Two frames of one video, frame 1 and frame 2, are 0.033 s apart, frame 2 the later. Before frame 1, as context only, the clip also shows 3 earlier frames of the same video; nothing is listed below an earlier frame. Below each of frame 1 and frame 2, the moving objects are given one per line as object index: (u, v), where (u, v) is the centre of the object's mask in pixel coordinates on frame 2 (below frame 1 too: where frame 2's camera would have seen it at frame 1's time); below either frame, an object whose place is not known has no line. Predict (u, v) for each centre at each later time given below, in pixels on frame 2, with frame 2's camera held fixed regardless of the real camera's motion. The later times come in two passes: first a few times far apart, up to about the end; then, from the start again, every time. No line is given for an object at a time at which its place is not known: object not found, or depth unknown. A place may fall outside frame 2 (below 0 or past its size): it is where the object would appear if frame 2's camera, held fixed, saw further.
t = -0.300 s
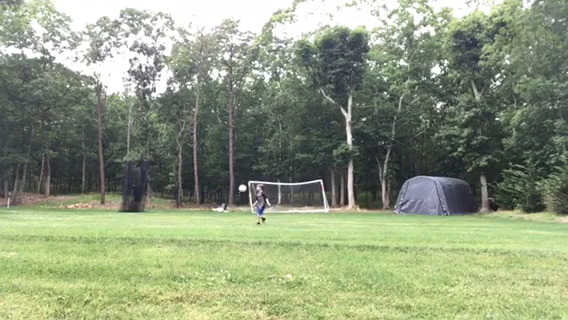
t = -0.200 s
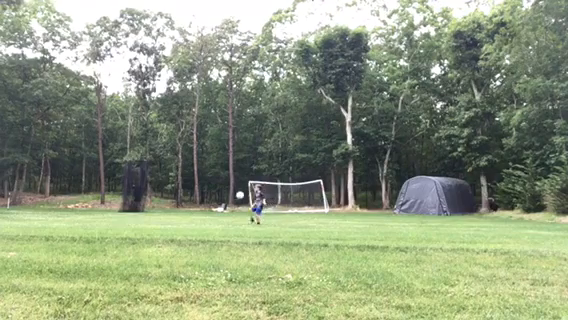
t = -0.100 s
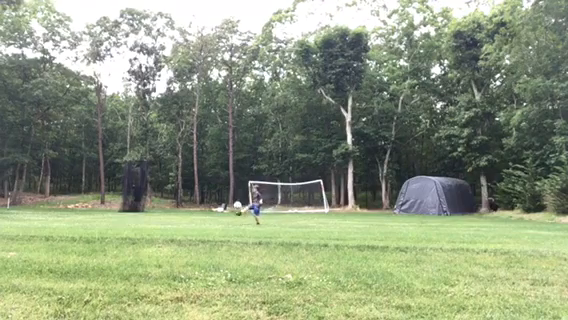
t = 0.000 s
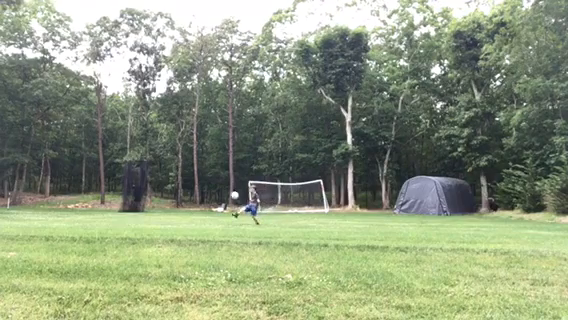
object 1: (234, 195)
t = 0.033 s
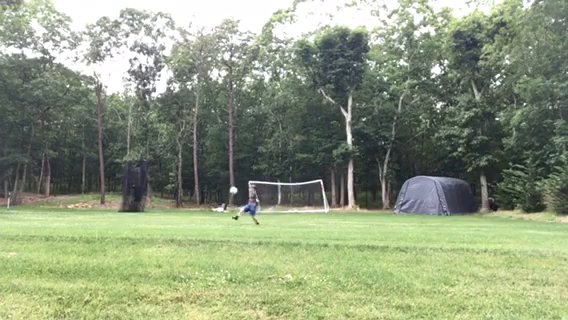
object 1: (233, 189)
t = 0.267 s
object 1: (227, 167)
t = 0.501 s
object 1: (219, 161)
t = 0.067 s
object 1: (232, 185)
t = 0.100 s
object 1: (232, 181)
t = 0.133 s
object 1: (230, 177)
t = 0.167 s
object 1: (229, 174)
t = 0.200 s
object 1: (228, 172)
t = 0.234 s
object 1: (228, 169)
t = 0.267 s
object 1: (227, 167)
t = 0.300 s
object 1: (226, 165)
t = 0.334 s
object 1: (224, 164)
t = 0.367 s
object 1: (223, 162)
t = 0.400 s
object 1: (222, 161)
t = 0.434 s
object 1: (221, 161)
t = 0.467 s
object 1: (220, 161)
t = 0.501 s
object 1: (219, 161)
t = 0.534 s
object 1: (218, 161)
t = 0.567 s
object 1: (217, 162)
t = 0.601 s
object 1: (215, 164)
